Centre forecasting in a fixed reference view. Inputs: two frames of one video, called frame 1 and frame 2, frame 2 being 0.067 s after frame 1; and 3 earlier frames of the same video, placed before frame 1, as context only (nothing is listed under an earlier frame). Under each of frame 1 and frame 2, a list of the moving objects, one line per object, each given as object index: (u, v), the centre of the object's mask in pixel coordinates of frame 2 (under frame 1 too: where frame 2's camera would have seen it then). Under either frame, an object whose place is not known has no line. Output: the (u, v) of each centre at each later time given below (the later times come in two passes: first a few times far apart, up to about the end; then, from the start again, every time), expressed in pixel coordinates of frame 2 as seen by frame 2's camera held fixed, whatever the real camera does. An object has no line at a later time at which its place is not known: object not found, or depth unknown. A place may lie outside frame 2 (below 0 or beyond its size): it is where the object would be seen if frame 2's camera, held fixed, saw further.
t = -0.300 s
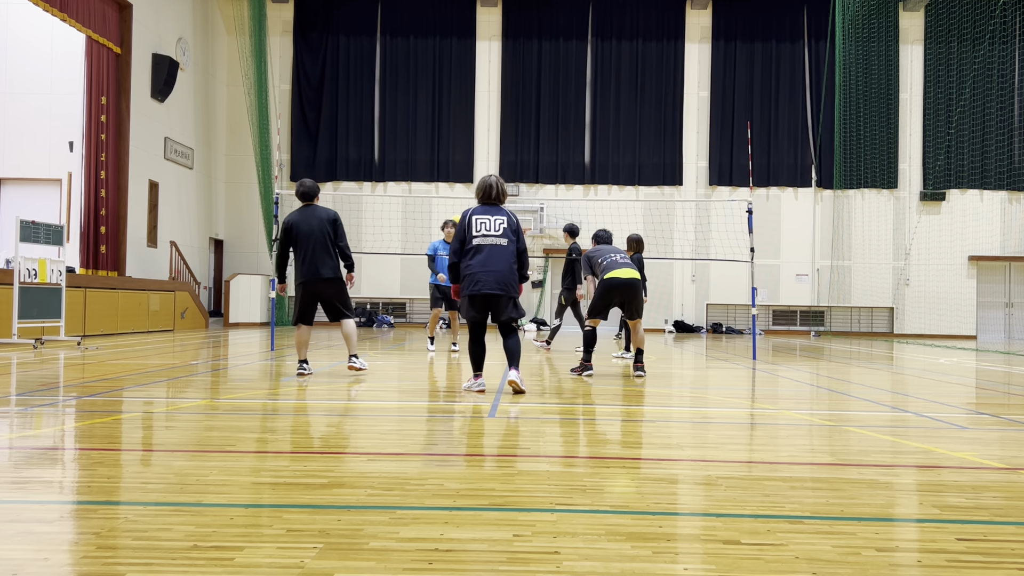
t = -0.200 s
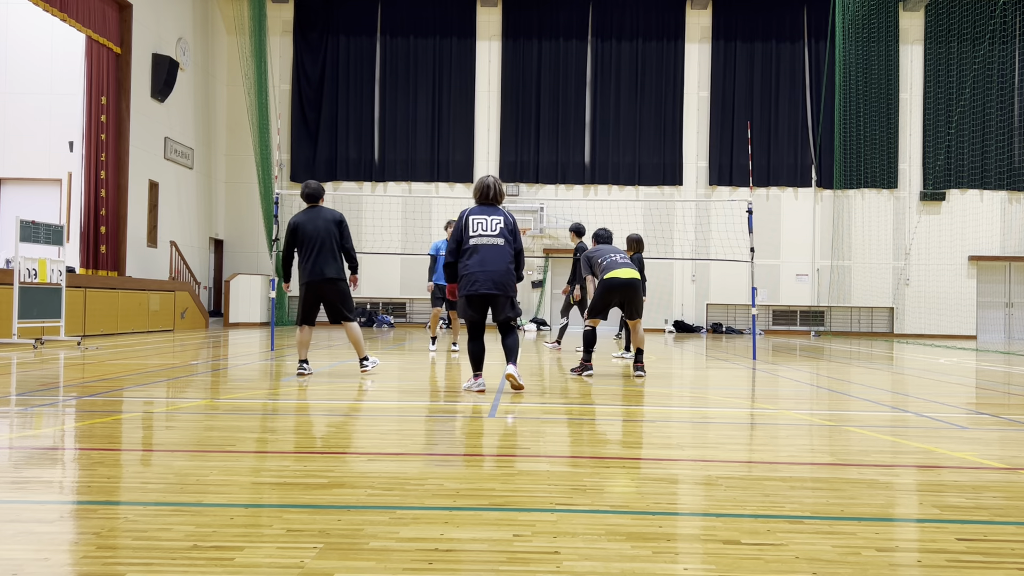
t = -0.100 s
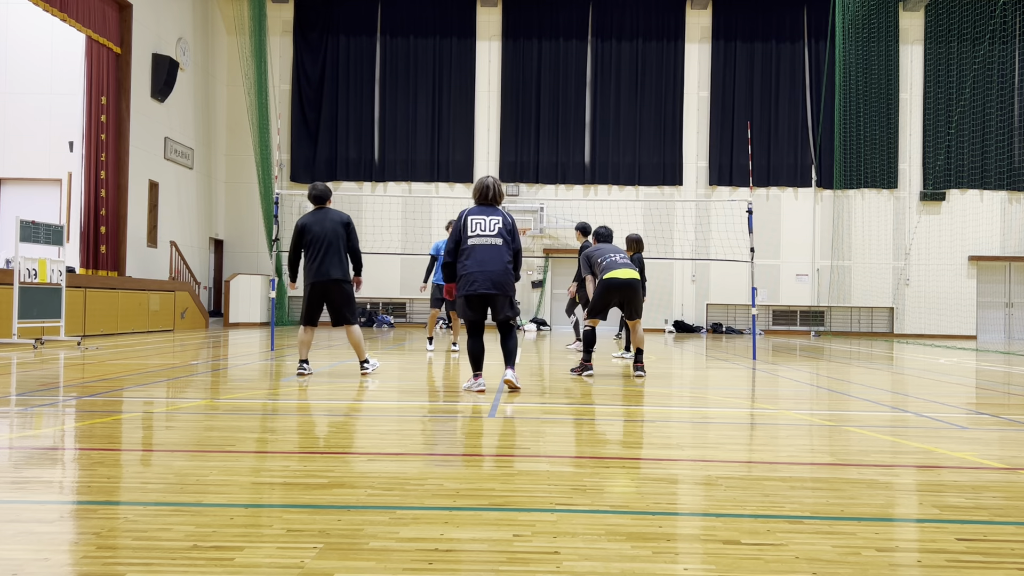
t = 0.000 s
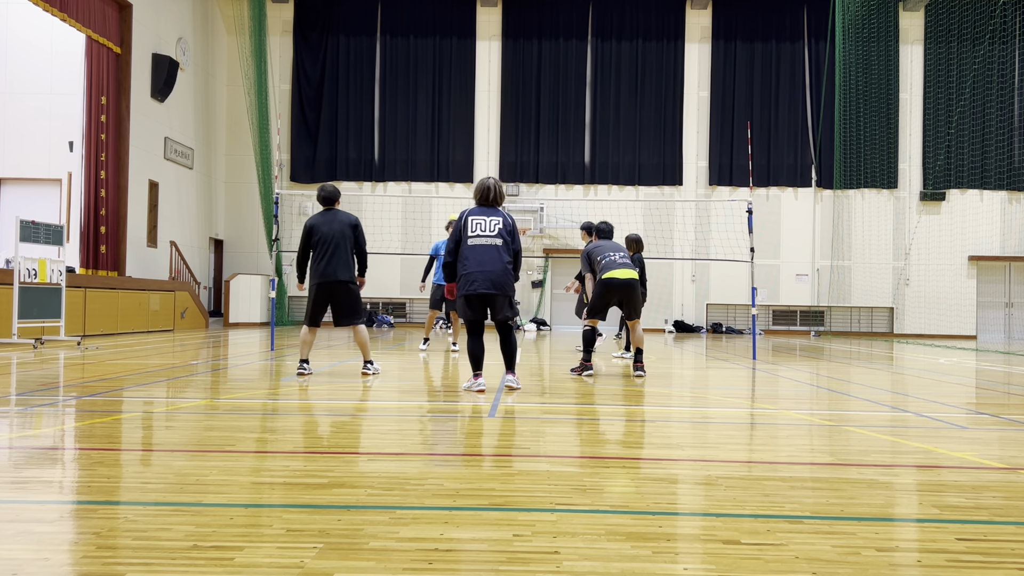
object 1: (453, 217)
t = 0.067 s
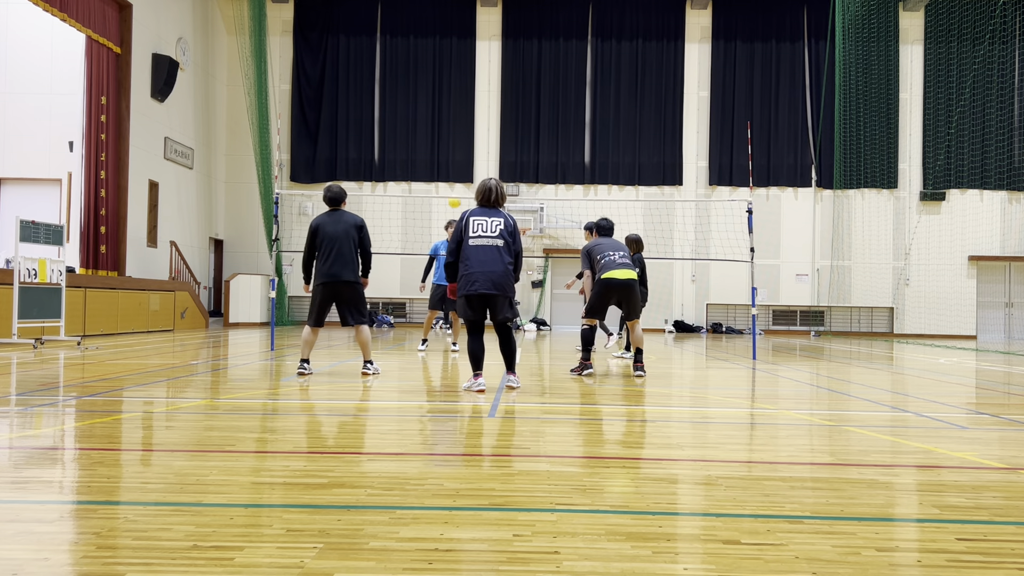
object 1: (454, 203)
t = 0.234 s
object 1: (453, 161)
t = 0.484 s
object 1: (447, 126)
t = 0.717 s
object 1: (434, 126)
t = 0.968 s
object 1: (420, 168)
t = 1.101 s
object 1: (413, 198)
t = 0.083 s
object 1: (454, 197)
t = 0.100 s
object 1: (454, 191)
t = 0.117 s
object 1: (454, 188)
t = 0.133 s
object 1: (454, 184)
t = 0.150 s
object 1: (454, 179)
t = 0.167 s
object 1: (453, 176)
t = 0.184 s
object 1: (453, 172)
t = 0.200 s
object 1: (453, 168)
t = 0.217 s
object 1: (453, 165)
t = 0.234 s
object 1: (453, 161)
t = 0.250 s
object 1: (453, 158)
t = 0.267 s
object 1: (453, 155)
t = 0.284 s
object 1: (452, 152)
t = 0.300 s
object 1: (452, 149)
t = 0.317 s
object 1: (452, 146)
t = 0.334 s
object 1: (452, 143)
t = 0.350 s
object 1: (451, 141)
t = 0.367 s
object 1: (451, 138)
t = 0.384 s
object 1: (450, 136)
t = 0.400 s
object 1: (450, 134)
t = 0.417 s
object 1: (449, 132)
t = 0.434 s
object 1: (449, 131)
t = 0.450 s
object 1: (448, 129)
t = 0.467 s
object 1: (447, 127)
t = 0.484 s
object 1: (447, 126)
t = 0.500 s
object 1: (446, 125)
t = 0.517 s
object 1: (445, 124)
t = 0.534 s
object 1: (445, 123)
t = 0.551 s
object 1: (444, 122)
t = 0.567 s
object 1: (443, 122)
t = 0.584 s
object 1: (442, 122)
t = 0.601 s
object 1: (441, 122)
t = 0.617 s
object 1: (440, 121)
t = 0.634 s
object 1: (439, 122)
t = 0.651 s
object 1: (438, 122)
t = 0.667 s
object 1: (437, 123)
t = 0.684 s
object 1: (436, 123)
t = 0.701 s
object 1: (435, 124)
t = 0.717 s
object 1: (434, 126)
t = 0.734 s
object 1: (433, 127)
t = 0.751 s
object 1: (432, 128)
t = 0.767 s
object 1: (431, 130)
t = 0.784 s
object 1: (430, 132)
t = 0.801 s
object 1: (429, 134)
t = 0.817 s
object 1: (429, 137)
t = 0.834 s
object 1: (428, 139)
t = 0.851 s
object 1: (427, 142)
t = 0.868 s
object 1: (426, 145)
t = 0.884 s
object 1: (425, 148)
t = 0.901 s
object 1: (424, 152)
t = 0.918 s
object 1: (423, 155)
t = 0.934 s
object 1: (422, 159)
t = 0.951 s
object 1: (421, 163)
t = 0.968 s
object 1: (420, 168)
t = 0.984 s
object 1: (419, 172)
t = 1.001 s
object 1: (418, 177)
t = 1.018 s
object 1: (417, 182)
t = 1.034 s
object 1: (416, 187)
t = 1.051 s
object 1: (415, 192)
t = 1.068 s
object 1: (414, 195)
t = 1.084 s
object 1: (414, 197)
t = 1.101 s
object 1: (413, 198)
